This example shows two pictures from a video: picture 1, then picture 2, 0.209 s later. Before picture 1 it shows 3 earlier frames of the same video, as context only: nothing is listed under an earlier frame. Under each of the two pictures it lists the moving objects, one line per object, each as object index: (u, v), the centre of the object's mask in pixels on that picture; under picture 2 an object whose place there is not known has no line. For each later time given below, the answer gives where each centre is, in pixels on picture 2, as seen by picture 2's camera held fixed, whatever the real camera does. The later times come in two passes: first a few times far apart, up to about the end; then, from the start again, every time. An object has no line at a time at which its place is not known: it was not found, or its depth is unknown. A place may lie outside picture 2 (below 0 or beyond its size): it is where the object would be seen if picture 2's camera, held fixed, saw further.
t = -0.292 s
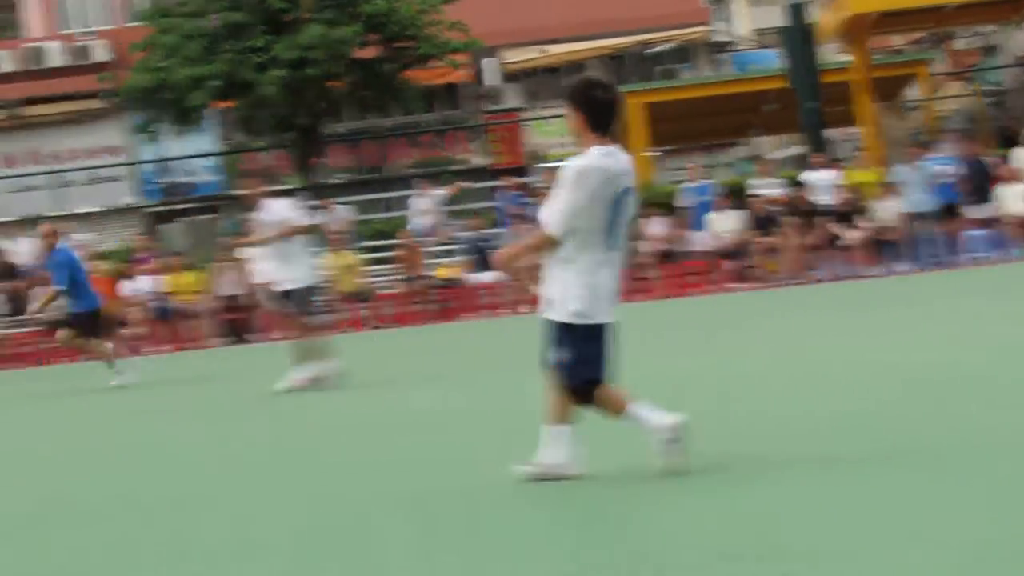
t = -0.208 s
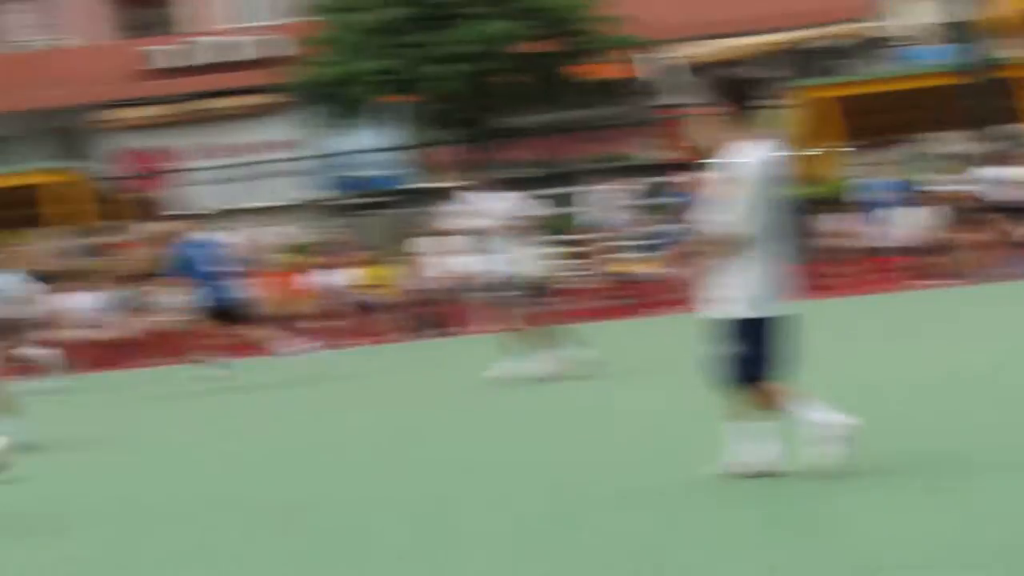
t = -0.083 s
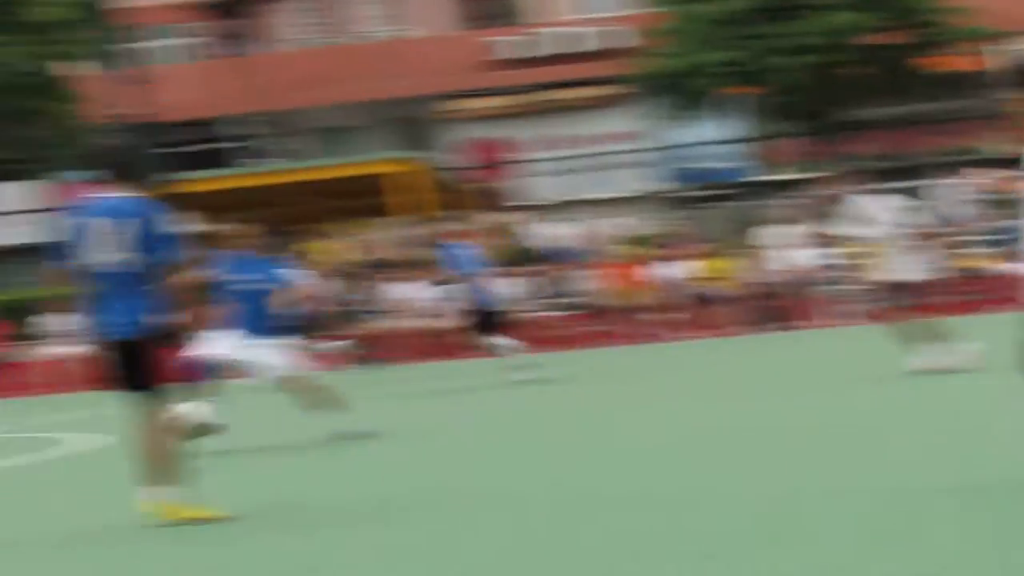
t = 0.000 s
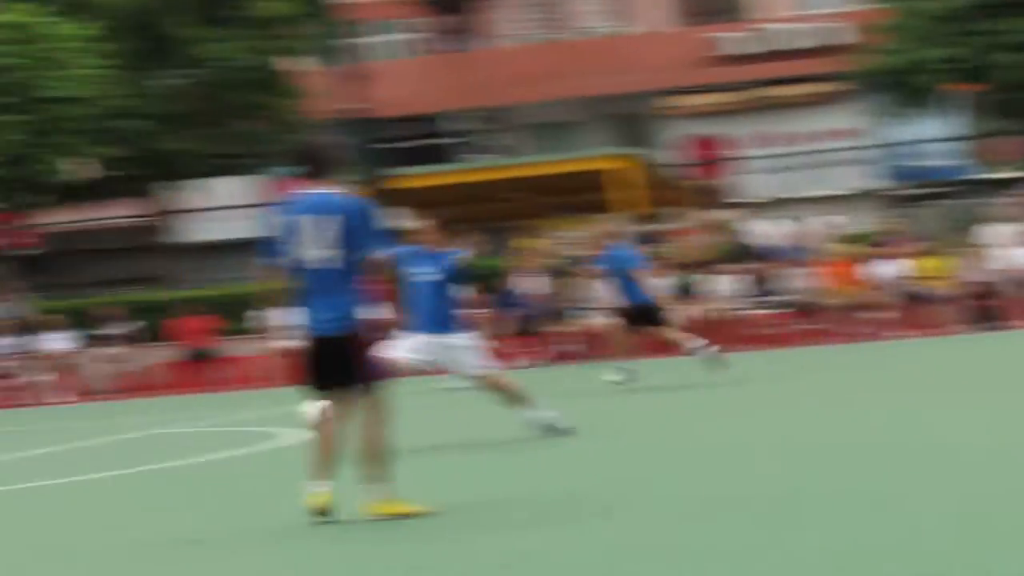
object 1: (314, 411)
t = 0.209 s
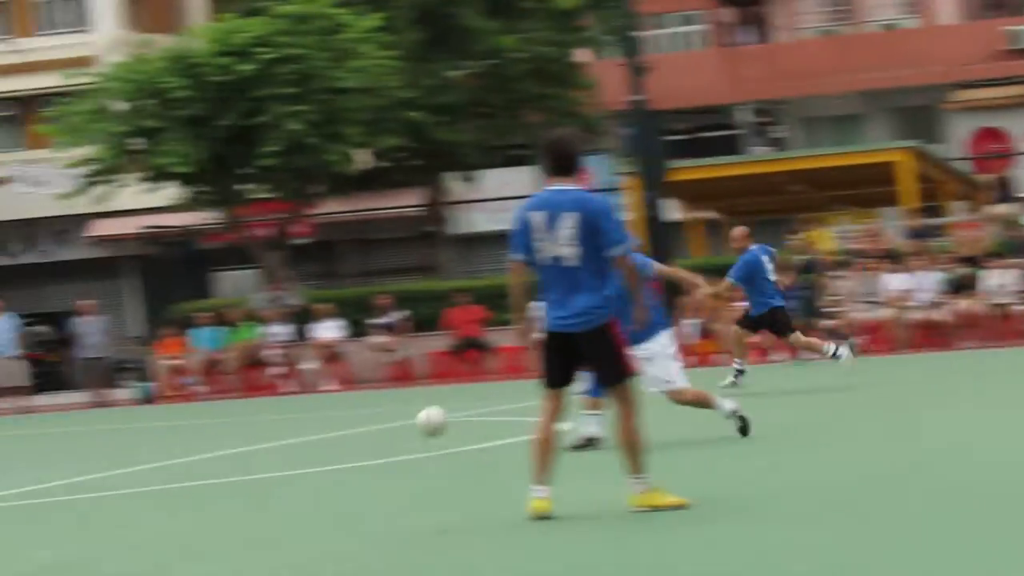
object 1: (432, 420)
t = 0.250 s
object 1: (406, 416)
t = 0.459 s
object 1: (300, 428)
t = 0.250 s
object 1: (406, 416)
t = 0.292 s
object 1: (379, 413)
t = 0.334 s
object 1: (355, 414)
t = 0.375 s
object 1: (335, 416)
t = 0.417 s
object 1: (314, 421)
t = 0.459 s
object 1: (300, 428)
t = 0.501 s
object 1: (282, 436)
